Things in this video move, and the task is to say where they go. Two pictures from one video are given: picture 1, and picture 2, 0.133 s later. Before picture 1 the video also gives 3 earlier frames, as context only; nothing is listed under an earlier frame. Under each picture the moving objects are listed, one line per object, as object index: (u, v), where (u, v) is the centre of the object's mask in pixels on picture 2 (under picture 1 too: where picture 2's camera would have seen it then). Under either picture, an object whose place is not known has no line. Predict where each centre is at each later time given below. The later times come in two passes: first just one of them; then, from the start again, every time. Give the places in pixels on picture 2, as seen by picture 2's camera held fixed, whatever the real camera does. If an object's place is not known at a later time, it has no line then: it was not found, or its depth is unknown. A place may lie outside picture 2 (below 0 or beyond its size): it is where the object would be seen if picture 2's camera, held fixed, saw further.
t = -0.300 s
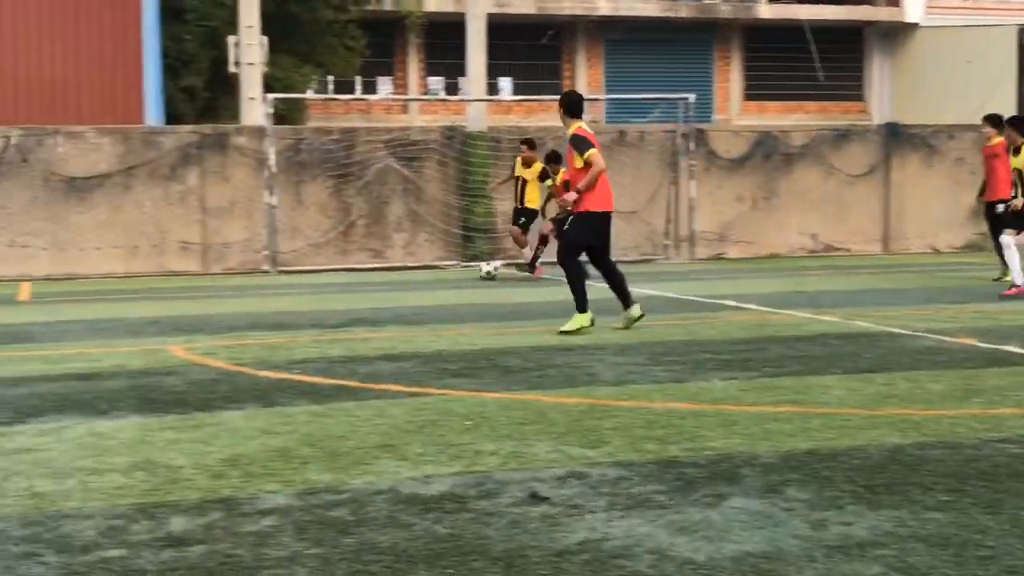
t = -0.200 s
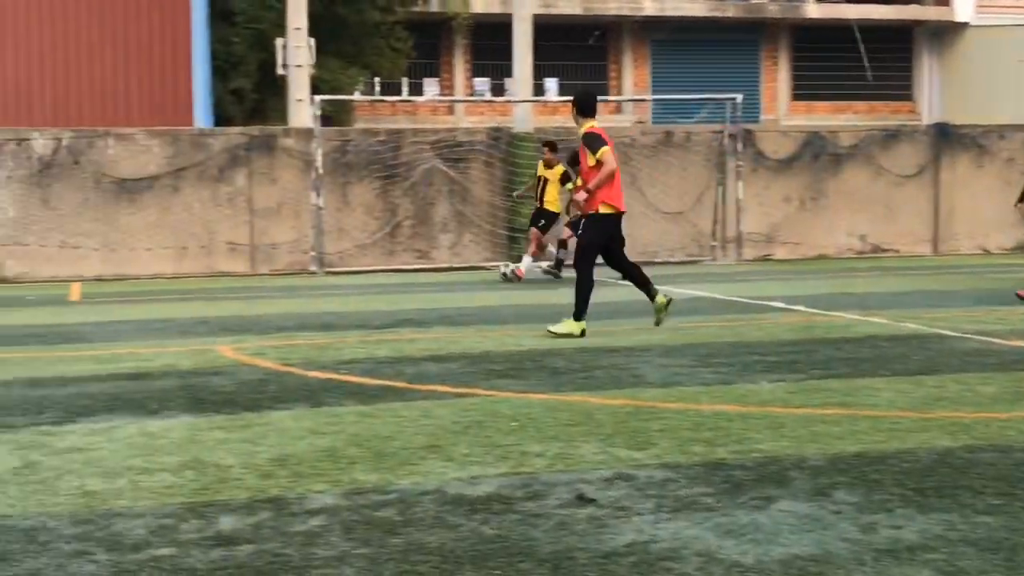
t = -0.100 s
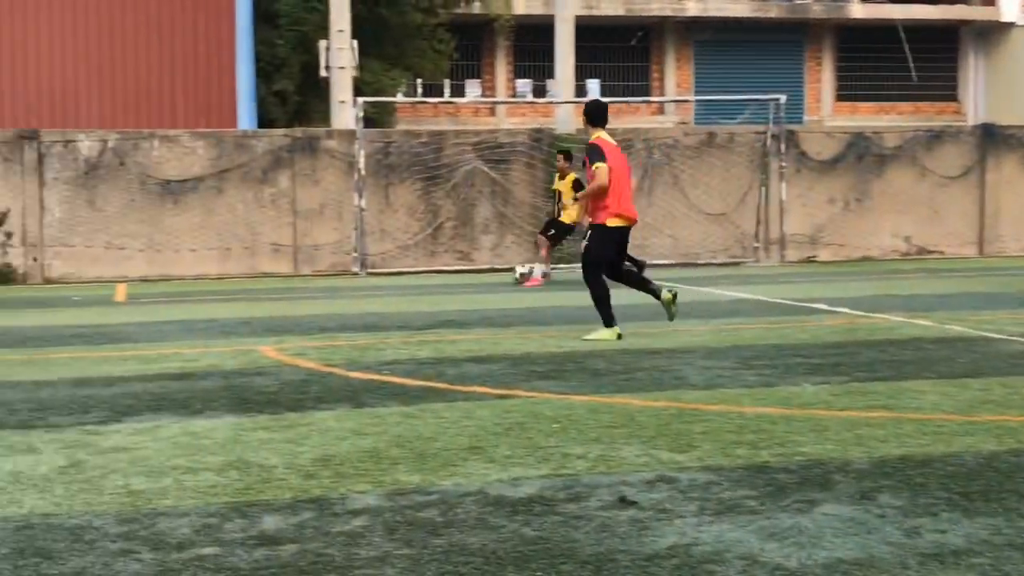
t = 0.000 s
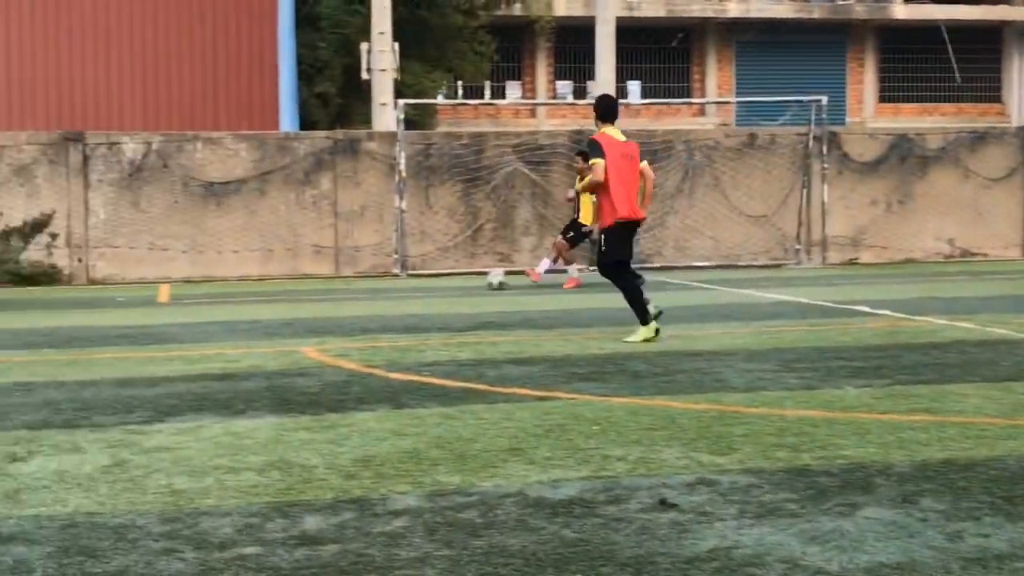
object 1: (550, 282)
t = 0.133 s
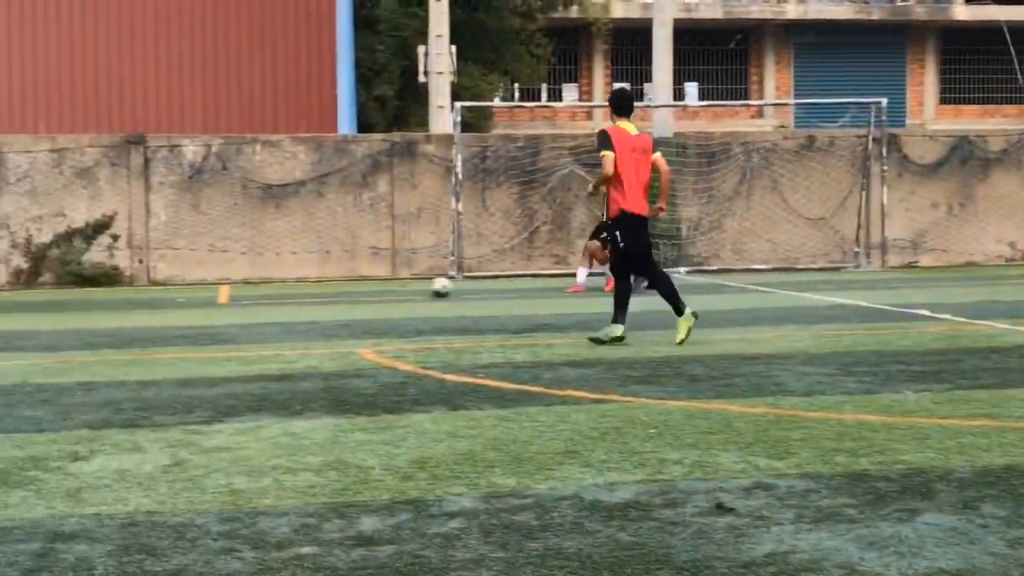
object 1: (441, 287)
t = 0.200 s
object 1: (387, 290)
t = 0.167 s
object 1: (414, 288)
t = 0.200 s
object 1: (387, 290)
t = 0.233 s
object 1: (359, 292)
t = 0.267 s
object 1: (334, 292)
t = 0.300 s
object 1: (309, 293)
